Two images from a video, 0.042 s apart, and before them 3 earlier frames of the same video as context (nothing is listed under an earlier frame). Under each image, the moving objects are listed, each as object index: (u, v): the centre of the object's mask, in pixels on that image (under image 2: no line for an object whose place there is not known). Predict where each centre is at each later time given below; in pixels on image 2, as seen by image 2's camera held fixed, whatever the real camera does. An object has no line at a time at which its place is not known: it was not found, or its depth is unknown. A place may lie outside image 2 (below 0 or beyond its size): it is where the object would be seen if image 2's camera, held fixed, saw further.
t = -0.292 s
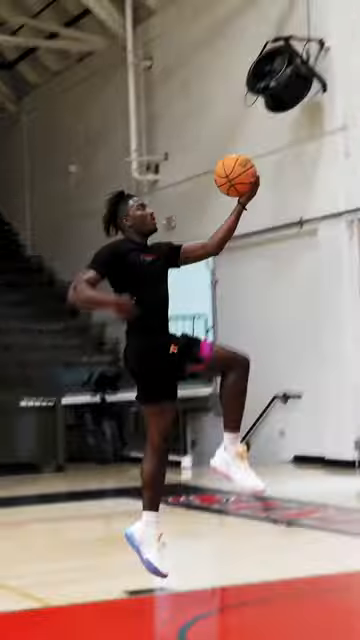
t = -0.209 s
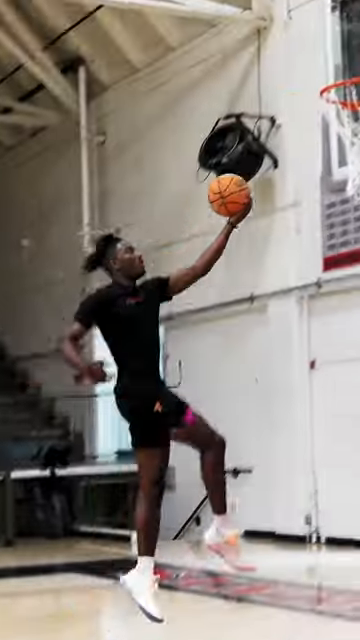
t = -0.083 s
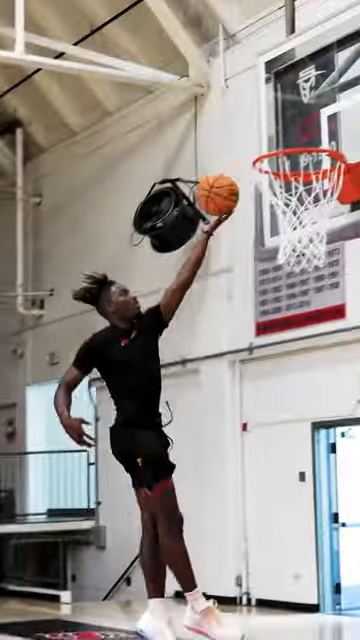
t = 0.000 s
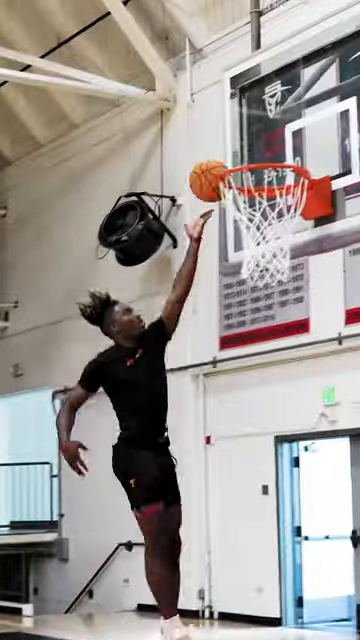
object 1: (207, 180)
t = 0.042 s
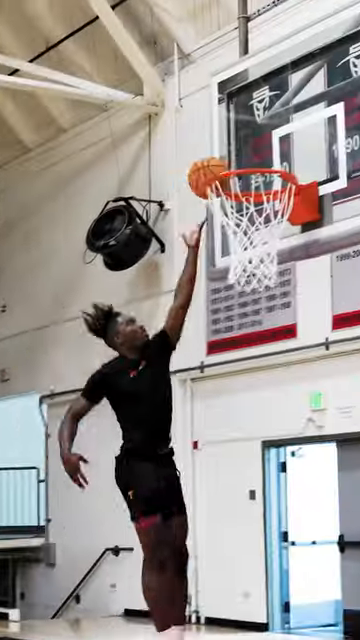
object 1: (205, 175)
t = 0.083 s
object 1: (225, 161)
